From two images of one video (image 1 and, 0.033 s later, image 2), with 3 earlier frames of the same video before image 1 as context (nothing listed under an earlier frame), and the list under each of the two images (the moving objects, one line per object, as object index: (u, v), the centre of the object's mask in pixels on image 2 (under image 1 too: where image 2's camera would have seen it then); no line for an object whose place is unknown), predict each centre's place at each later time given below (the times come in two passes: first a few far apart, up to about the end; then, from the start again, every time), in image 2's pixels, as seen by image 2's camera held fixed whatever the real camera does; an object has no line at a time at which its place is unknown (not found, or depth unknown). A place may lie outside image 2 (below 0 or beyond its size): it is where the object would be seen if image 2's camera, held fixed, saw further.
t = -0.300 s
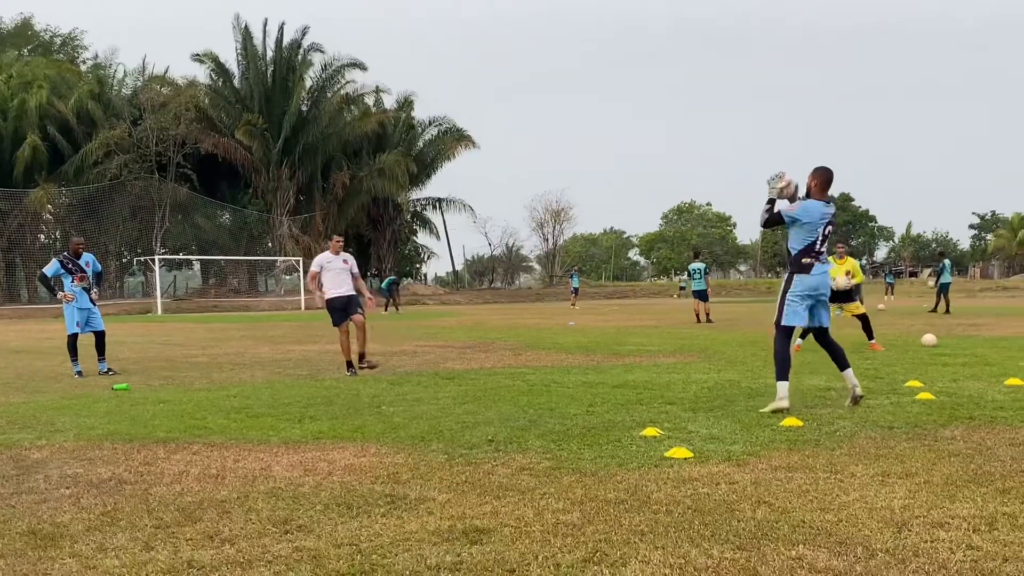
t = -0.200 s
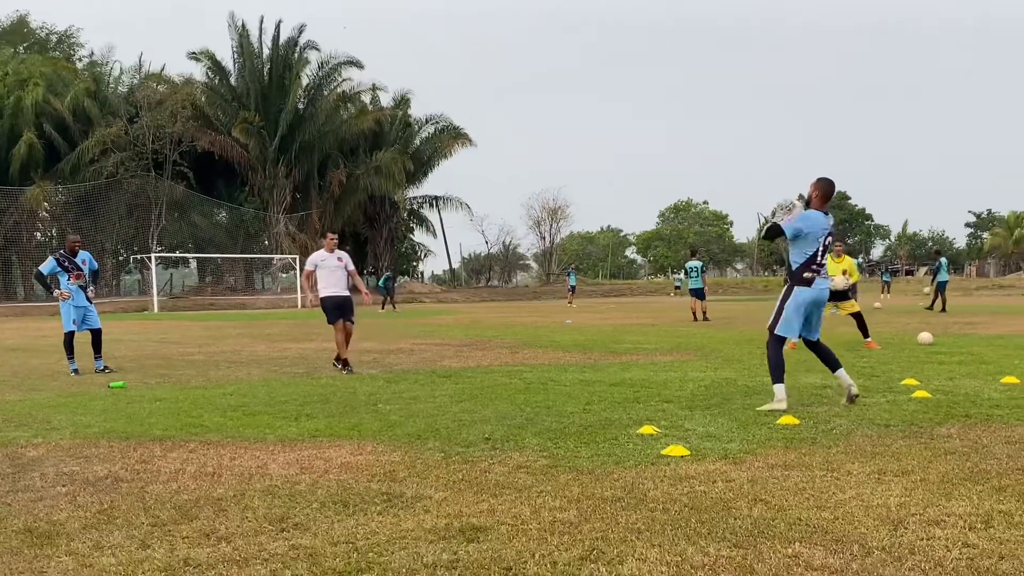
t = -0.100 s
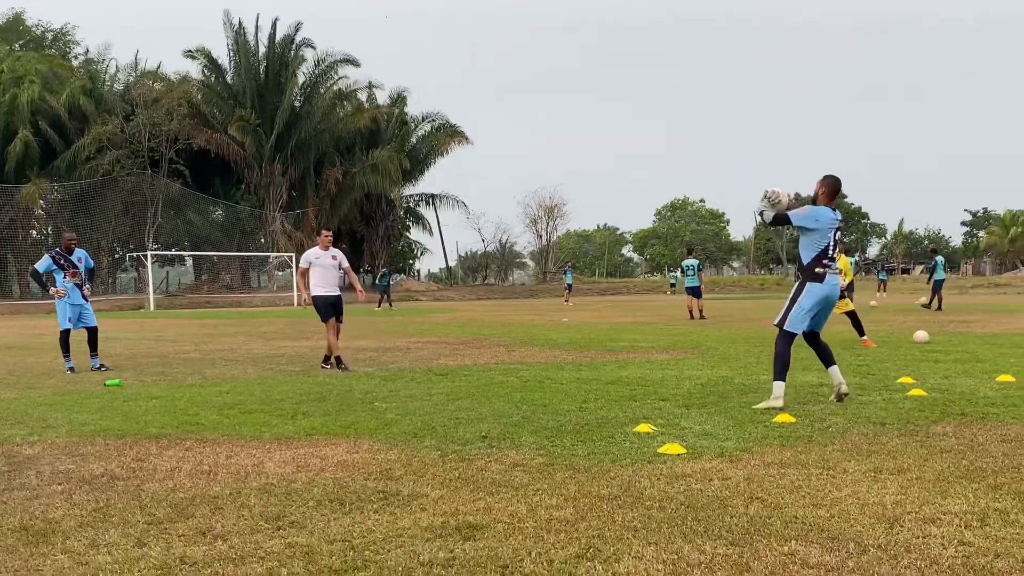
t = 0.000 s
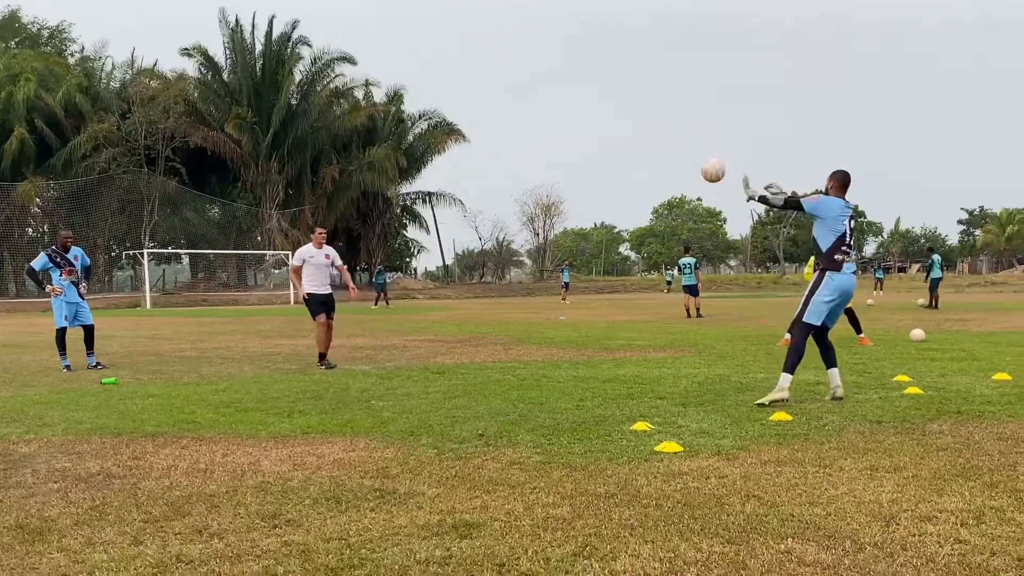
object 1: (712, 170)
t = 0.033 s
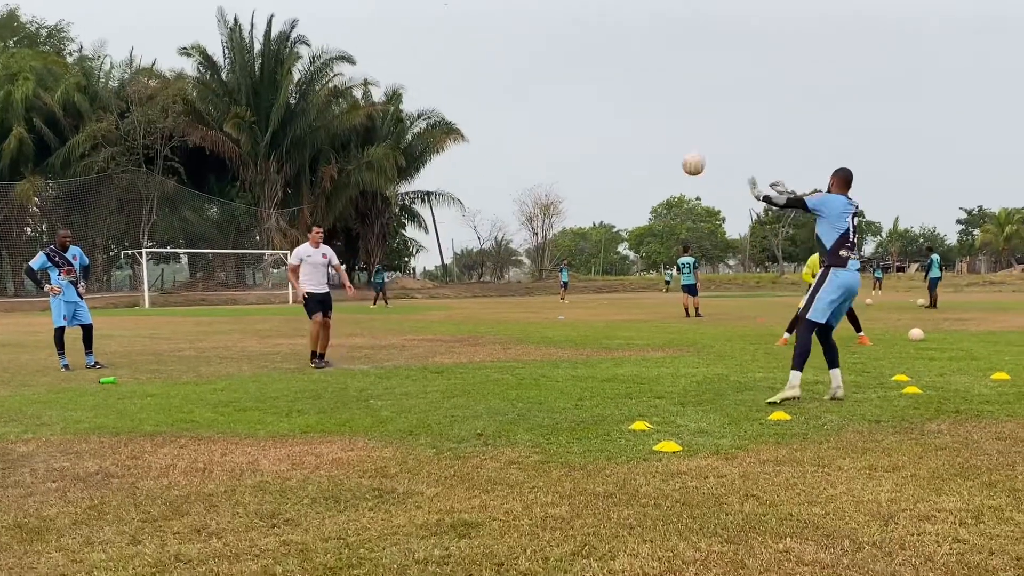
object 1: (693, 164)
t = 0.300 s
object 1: (566, 157)
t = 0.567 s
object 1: (476, 210)
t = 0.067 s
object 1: (675, 159)
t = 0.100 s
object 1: (658, 155)
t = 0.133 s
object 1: (641, 152)
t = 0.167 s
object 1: (625, 151)
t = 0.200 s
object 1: (610, 151)
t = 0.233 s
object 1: (594, 152)
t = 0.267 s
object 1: (580, 154)
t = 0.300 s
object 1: (566, 157)
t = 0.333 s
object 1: (553, 160)
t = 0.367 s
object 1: (540, 165)
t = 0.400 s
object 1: (528, 170)
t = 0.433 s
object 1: (516, 176)
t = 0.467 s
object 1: (506, 184)
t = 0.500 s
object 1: (495, 191)
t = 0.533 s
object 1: (485, 200)
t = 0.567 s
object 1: (476, 210)
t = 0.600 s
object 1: (467, 219)
